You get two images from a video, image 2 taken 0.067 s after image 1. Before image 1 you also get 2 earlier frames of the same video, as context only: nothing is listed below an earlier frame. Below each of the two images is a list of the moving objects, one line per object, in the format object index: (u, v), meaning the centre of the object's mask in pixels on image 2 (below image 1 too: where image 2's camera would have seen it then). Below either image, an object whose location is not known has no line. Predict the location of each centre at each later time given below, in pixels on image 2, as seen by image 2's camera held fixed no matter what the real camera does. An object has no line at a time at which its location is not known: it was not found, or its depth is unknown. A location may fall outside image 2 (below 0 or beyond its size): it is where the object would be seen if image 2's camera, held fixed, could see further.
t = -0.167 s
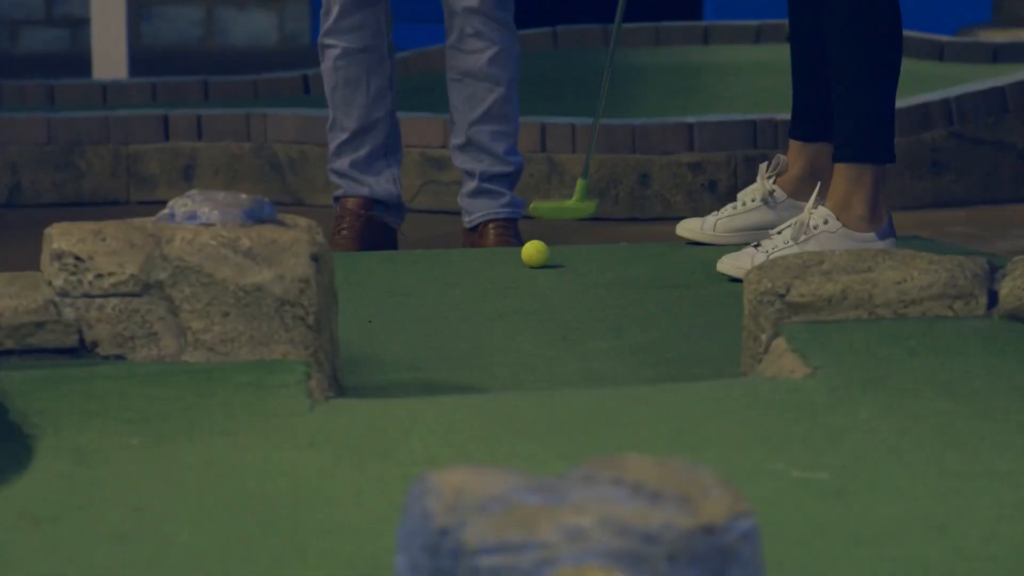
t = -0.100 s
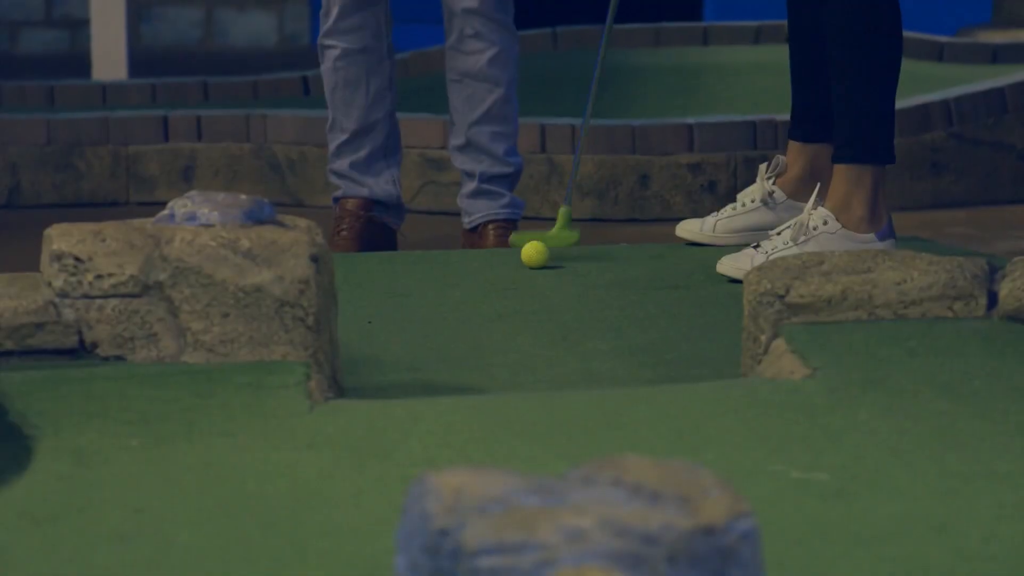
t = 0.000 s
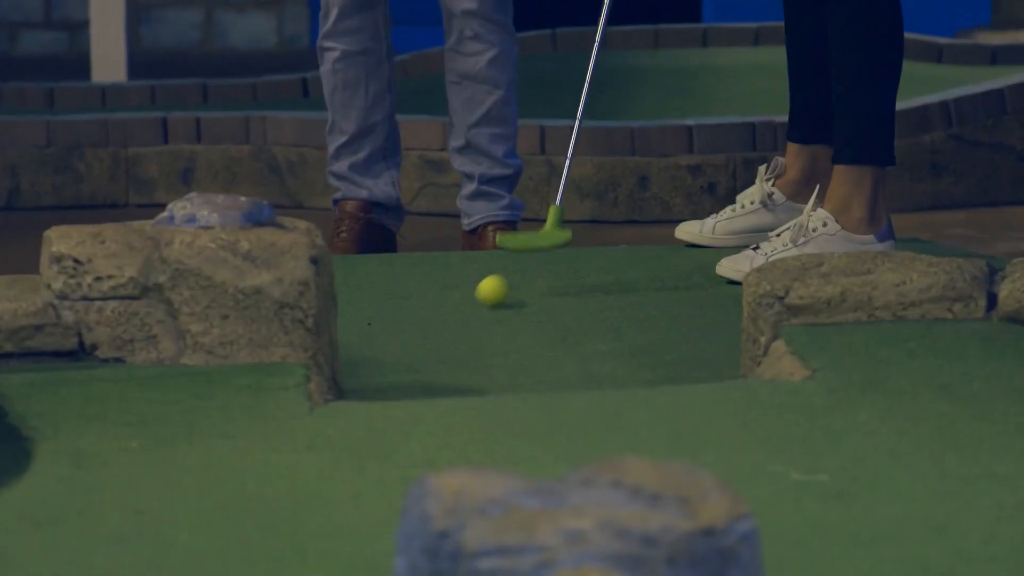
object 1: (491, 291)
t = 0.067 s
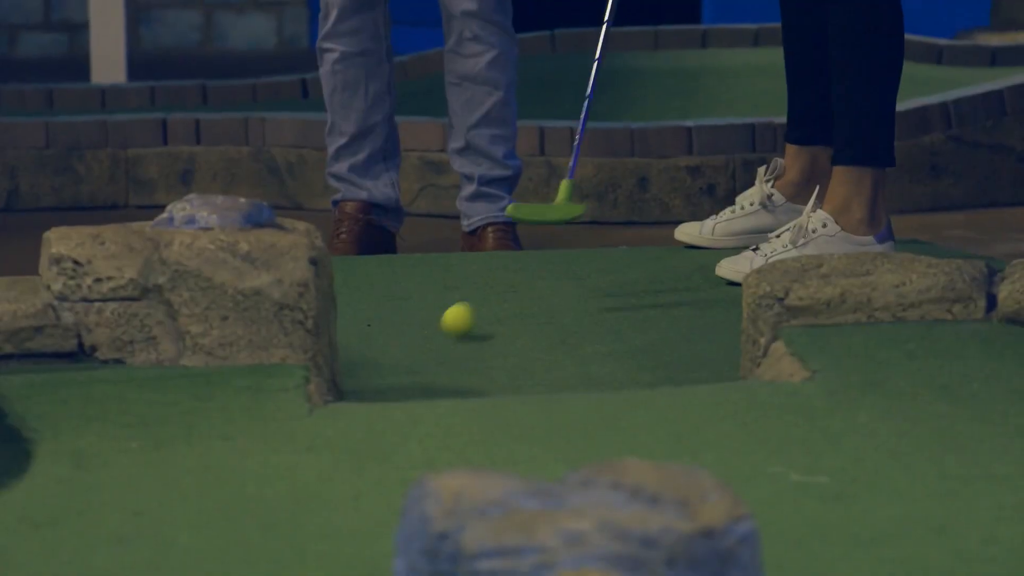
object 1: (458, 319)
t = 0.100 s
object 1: (441, 337)
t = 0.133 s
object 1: (424, 349)
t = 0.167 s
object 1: (407, 366)
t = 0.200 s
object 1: (389, 378)
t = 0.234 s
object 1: (371, 384)
